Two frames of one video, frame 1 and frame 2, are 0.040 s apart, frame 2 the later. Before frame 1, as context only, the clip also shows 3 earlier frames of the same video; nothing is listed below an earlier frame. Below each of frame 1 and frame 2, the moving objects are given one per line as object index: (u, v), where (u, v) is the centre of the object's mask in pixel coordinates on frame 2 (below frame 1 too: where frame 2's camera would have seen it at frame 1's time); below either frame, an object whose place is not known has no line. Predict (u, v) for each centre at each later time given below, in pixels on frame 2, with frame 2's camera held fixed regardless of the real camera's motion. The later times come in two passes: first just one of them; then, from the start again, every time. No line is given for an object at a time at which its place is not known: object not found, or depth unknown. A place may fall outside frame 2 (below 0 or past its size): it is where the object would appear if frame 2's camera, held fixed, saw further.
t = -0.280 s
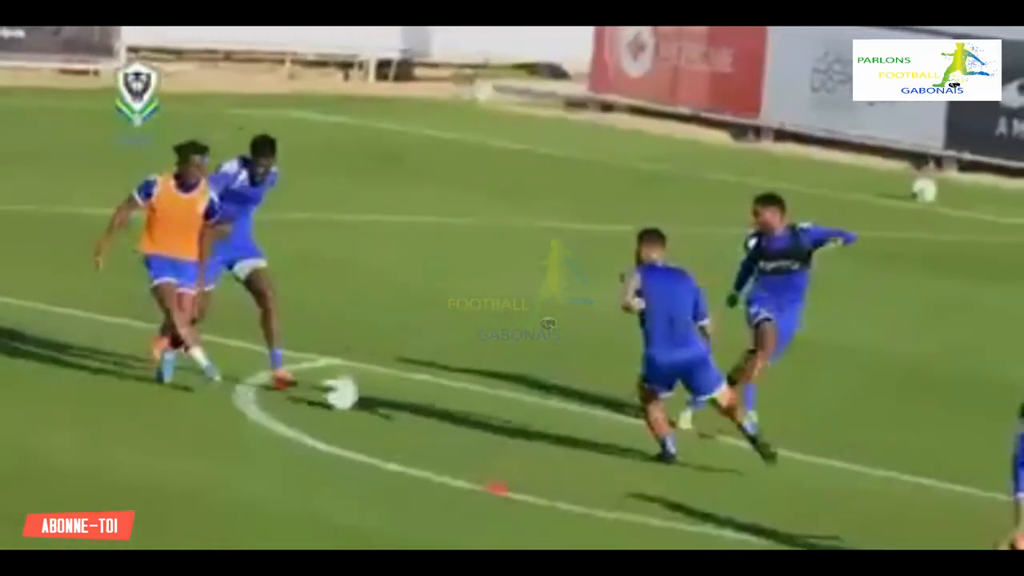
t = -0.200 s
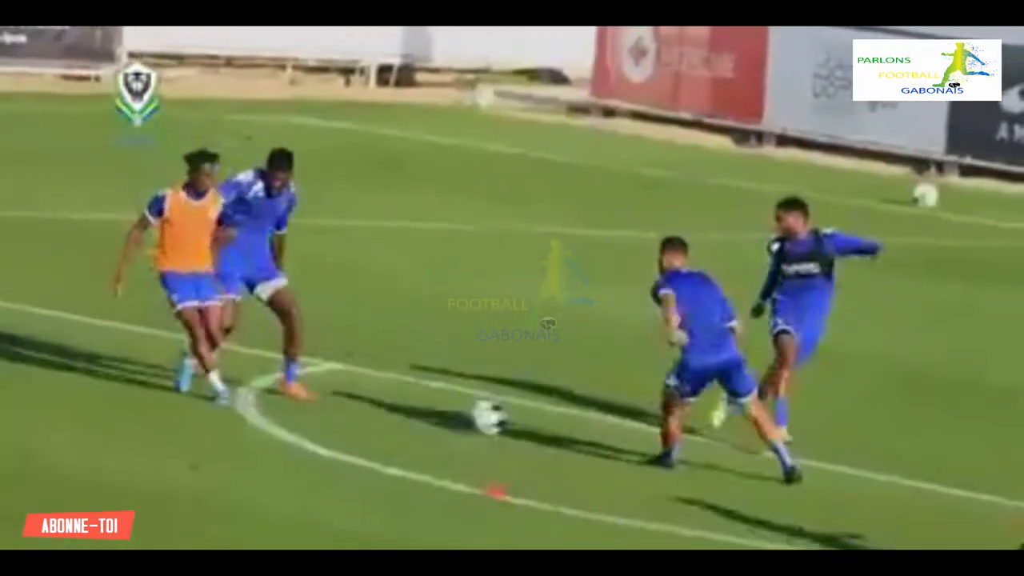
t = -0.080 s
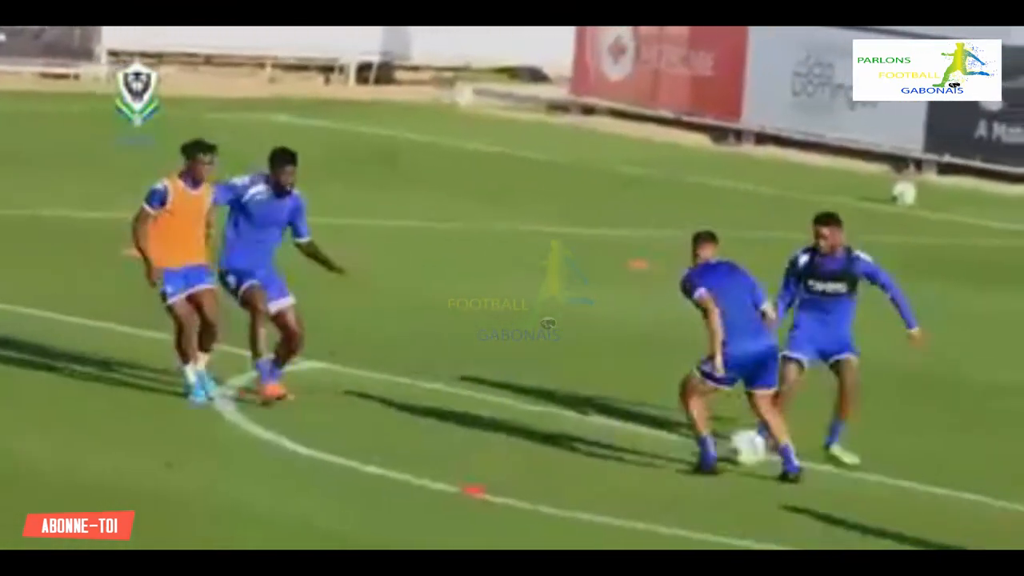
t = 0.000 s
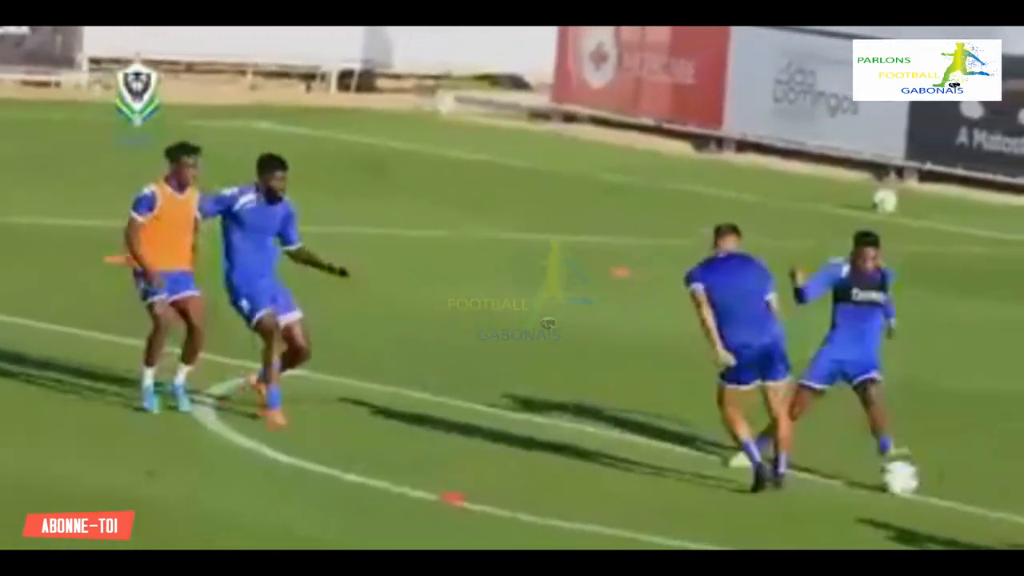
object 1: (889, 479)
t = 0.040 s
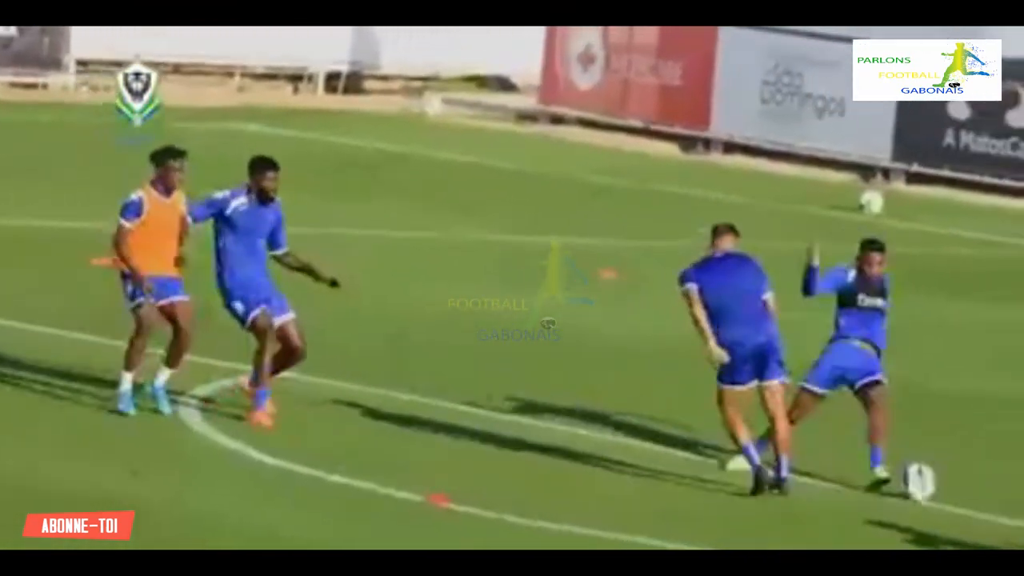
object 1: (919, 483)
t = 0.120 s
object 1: (973, 494)
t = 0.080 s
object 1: (945, 487)
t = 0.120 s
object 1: (973, 494)
